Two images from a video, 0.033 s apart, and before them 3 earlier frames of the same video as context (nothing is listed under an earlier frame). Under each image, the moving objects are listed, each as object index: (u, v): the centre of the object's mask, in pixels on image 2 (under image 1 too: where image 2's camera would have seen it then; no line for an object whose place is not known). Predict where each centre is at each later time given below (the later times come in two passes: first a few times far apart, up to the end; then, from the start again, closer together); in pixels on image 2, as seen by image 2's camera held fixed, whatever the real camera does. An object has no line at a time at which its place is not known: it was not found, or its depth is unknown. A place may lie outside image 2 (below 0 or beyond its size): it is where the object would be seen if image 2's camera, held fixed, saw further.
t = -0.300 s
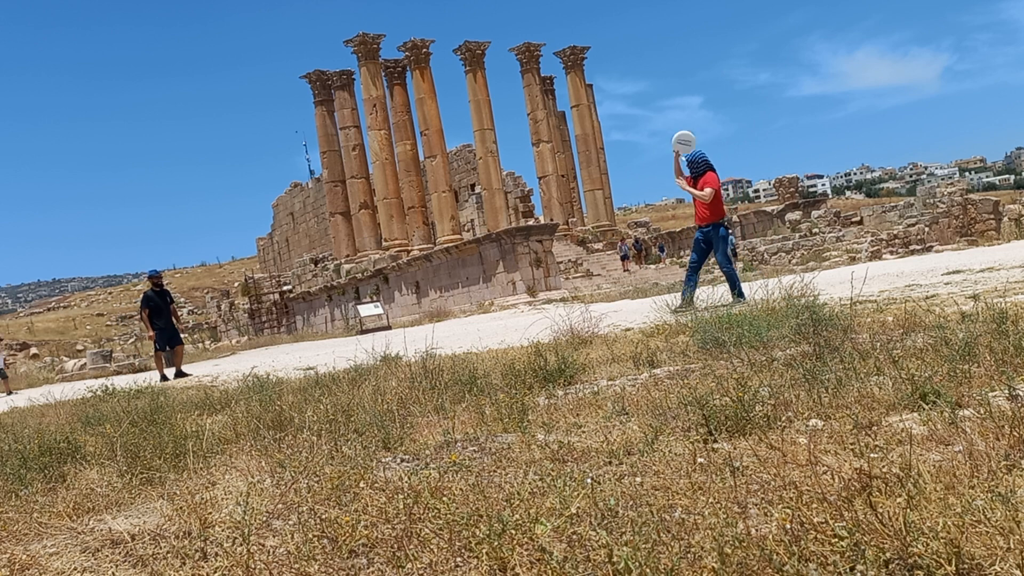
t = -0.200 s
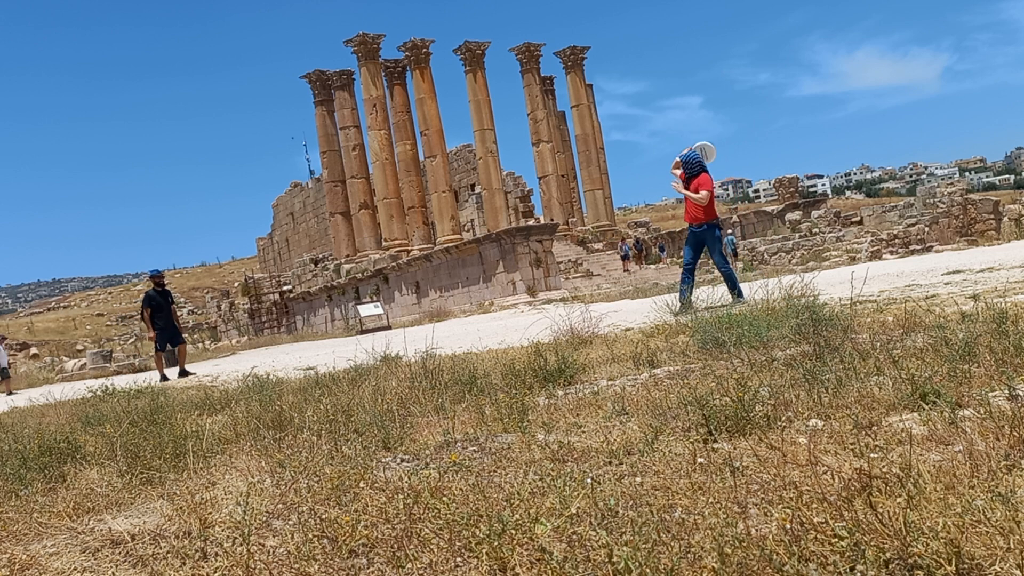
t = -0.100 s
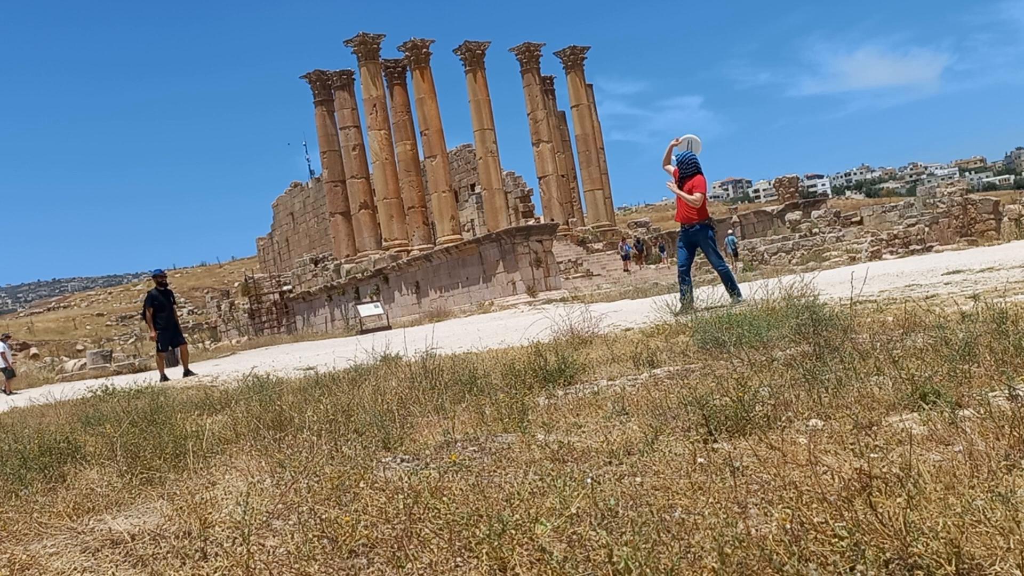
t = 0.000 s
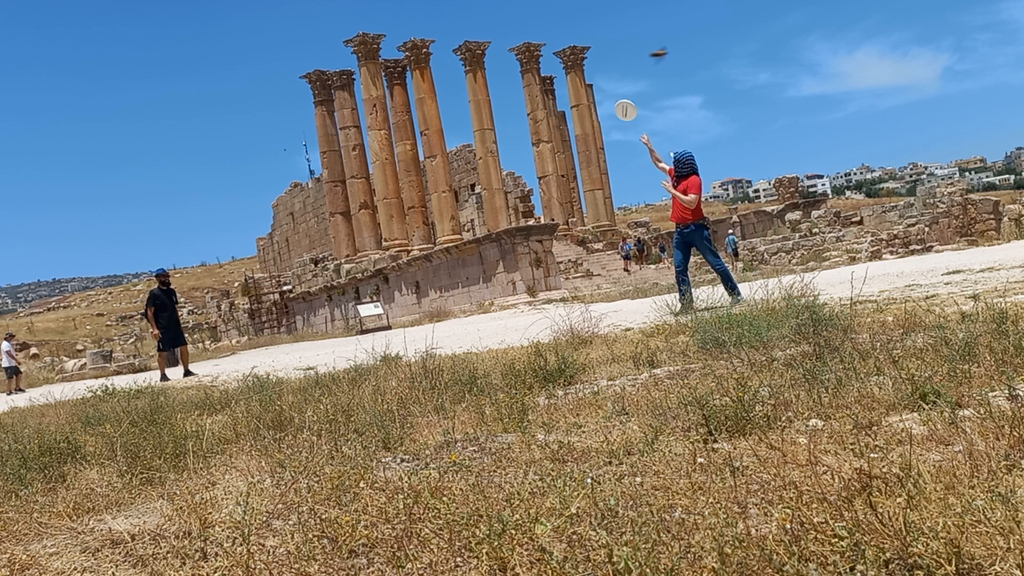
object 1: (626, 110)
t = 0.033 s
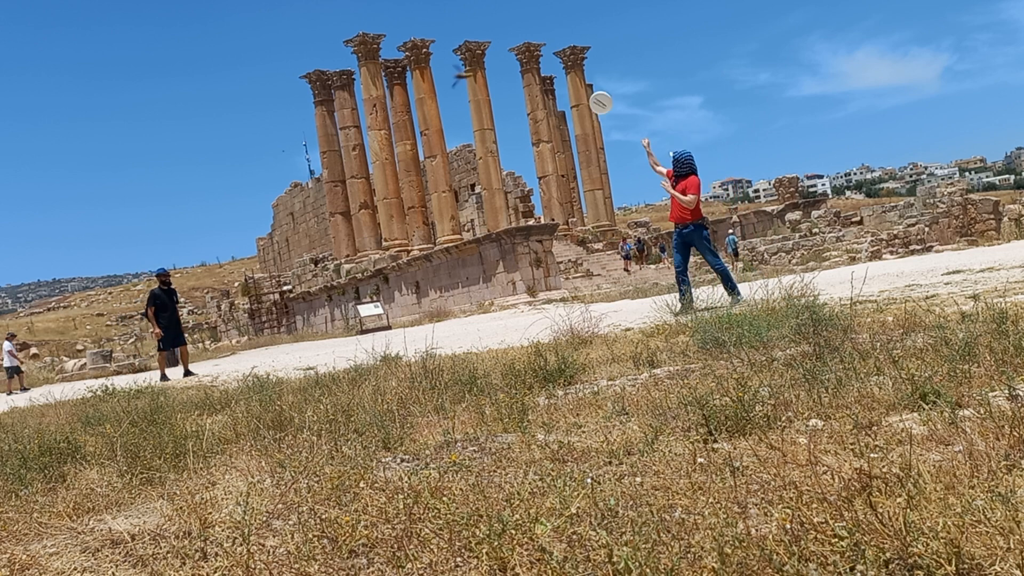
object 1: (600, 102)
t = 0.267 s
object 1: (449, 72)
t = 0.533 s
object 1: (319, 79)
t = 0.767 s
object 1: (241, 111)
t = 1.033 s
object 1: (190, 162)
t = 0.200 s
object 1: (488, 77)
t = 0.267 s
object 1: (449, 72)
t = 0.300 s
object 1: (430, 71)
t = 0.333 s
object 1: (412, 70)
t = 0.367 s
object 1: (395, 71)
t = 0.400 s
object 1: (378, 71)
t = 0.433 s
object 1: (362, 72)
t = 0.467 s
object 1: (347, 75)
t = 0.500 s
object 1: (333, 76)
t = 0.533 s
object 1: (319, 79)
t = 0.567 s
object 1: (305, 83)
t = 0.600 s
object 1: (293, 87)
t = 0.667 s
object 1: (270, 95)
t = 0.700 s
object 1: (260, 100)
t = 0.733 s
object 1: (250, 106)
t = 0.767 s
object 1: (241, 111)
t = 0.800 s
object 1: (233, 117)
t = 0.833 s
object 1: (225, 123)
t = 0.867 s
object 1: (218, 129)
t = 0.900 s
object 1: (211, 135)
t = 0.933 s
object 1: (205, 141)
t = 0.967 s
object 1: (200, 148)
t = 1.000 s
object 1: (195, 155)
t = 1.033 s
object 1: (190, 162)
